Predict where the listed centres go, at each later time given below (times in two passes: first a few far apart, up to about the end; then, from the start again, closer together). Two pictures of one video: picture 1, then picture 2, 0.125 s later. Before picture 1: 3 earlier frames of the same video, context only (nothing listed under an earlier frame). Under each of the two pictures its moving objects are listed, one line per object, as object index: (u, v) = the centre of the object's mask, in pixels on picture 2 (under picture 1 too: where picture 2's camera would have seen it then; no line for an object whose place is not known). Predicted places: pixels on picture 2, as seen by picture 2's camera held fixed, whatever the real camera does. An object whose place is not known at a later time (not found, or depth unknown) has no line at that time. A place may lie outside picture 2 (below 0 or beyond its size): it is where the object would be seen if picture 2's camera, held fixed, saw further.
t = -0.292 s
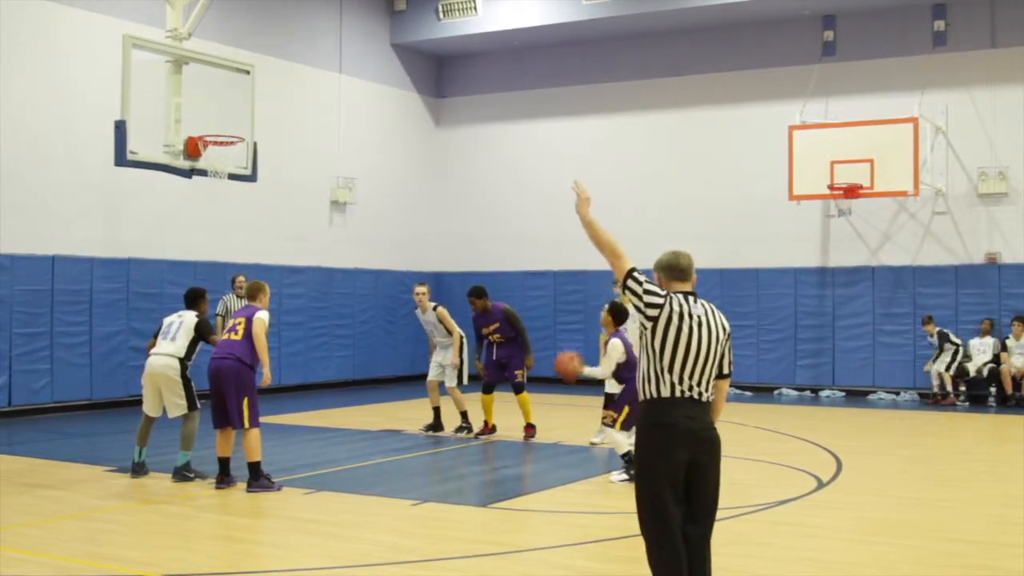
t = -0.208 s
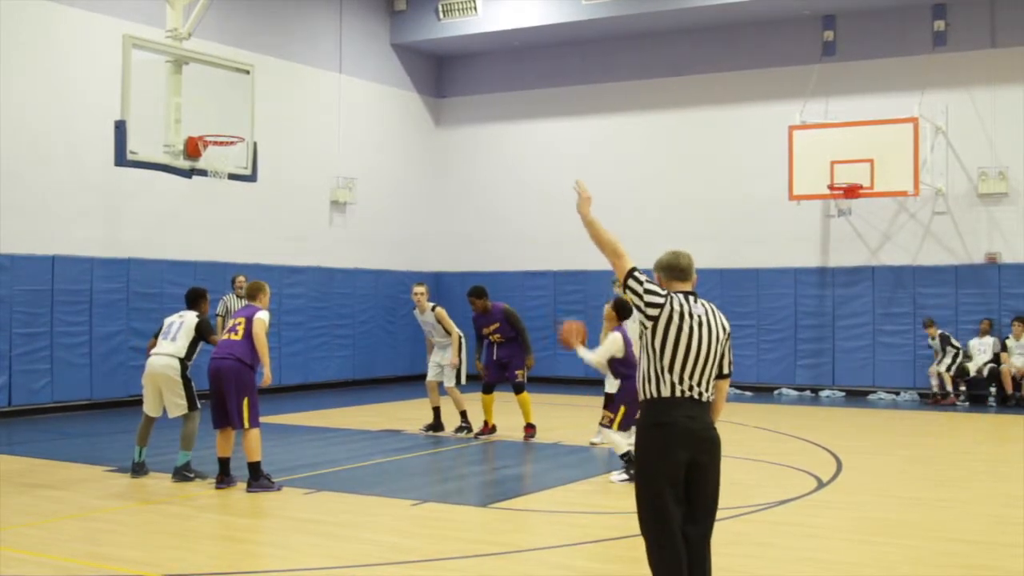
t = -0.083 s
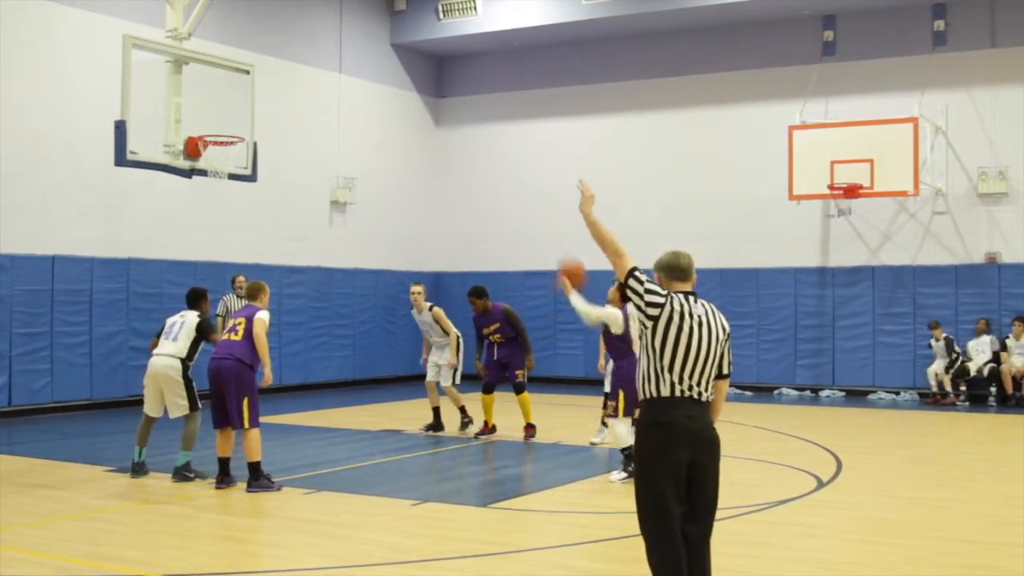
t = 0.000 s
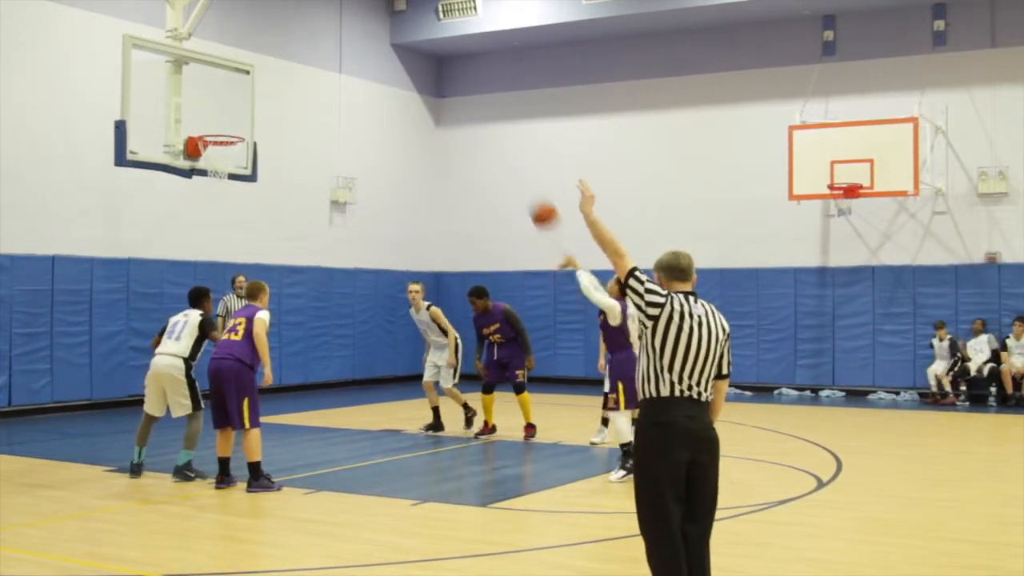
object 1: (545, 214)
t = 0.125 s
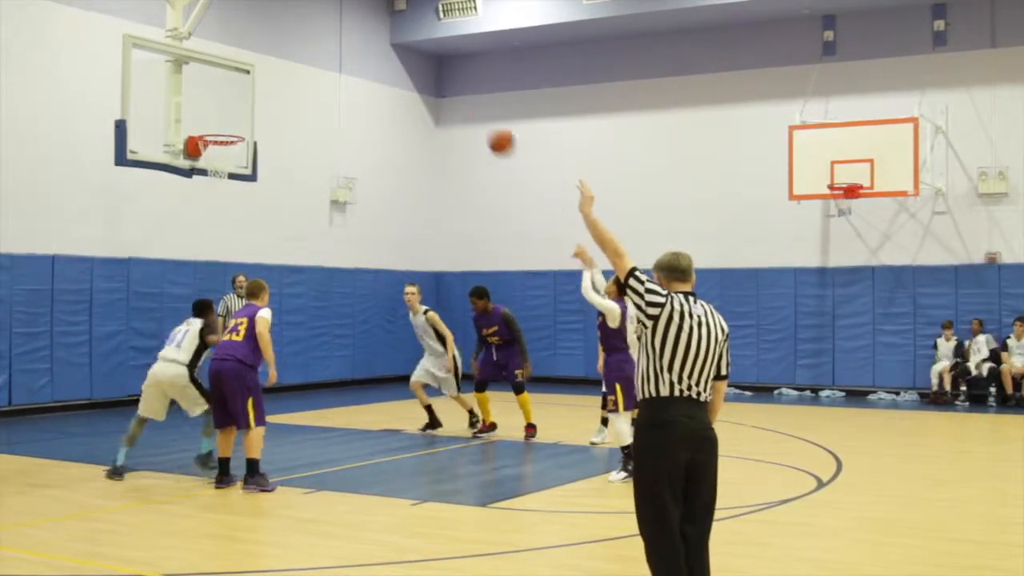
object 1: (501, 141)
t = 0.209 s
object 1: (474, 103)
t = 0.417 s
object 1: (409, 46)
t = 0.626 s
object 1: (348, 38)
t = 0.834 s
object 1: (293, 71)
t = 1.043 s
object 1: (244, 145)
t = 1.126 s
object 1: (244, 182)
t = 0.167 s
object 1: (487, 121)
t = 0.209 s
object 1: (474, 103)
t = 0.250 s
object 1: (460, 88)
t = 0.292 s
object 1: (447, 74)
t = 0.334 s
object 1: (434, 63)
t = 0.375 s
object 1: (422, 54)
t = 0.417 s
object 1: (409, 46)
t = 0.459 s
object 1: (396, 41)
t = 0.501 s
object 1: (384, 37)
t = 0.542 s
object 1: (372, 36)
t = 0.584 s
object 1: (360, 36)
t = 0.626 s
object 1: (348, 38)
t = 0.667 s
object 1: (337, 41)
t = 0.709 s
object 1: (326, 46)
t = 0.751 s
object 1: (315, 53)
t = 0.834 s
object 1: (293, 71)
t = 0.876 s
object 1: (282, 84)
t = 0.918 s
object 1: (272, 97)
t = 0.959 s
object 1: (262, 112)
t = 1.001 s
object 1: (251, 128)
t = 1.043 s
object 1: (244, 145)
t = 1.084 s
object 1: (244, 163)
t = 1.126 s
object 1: (244, 182)
